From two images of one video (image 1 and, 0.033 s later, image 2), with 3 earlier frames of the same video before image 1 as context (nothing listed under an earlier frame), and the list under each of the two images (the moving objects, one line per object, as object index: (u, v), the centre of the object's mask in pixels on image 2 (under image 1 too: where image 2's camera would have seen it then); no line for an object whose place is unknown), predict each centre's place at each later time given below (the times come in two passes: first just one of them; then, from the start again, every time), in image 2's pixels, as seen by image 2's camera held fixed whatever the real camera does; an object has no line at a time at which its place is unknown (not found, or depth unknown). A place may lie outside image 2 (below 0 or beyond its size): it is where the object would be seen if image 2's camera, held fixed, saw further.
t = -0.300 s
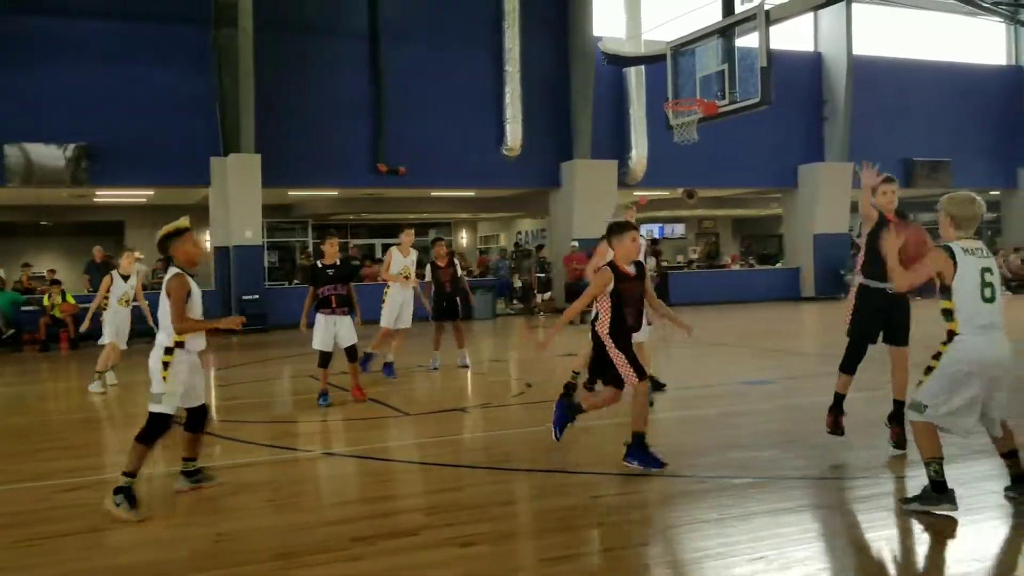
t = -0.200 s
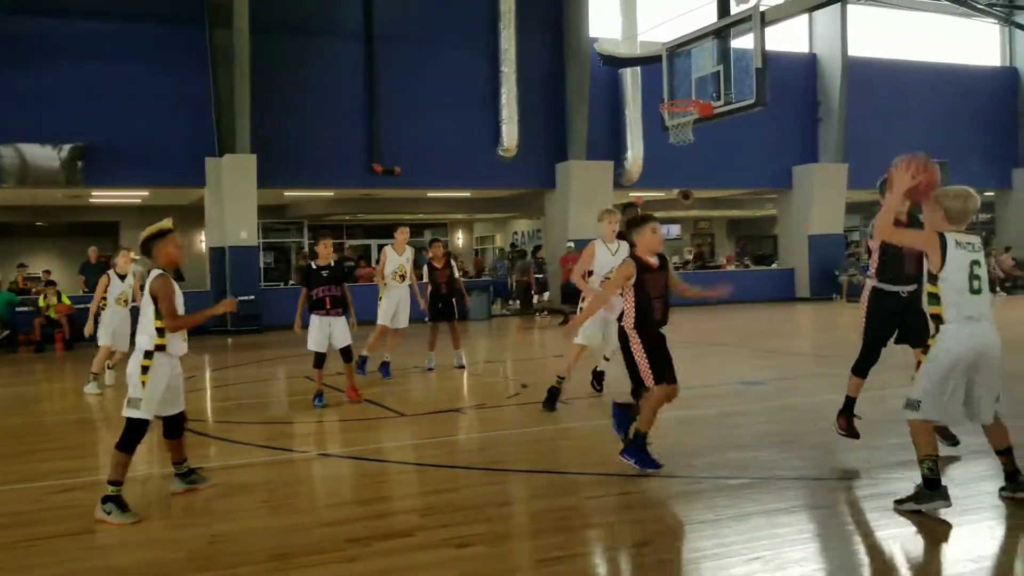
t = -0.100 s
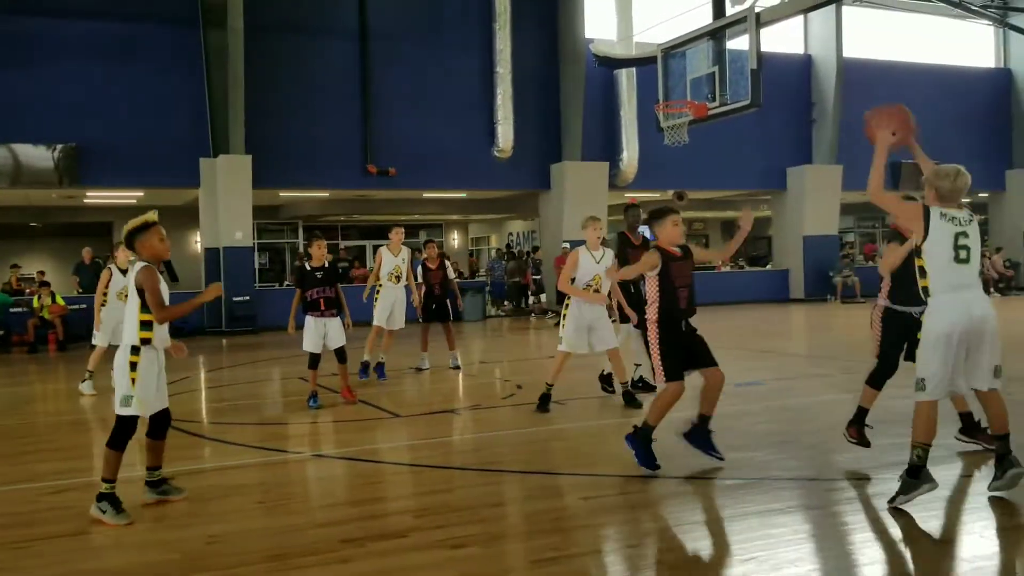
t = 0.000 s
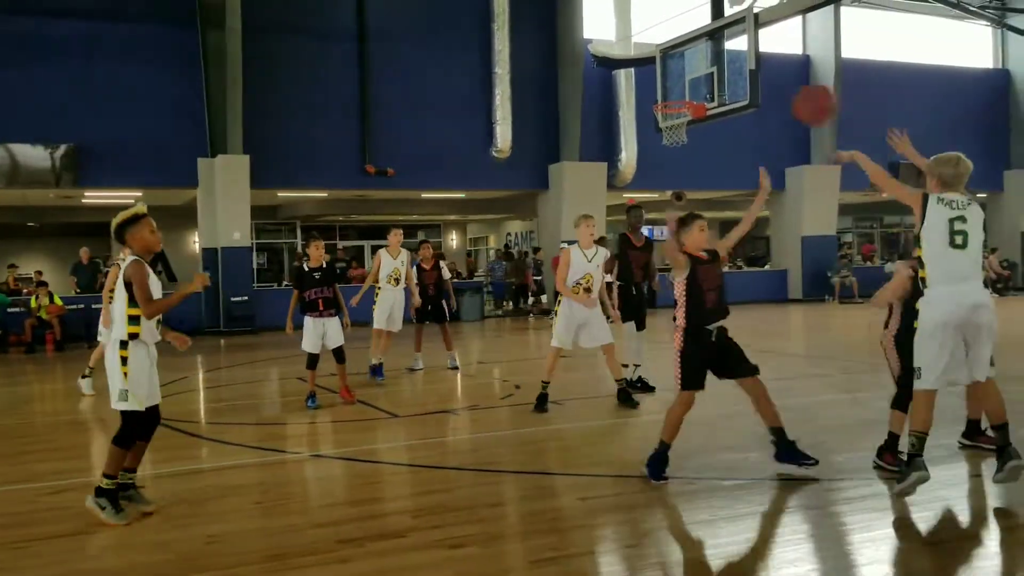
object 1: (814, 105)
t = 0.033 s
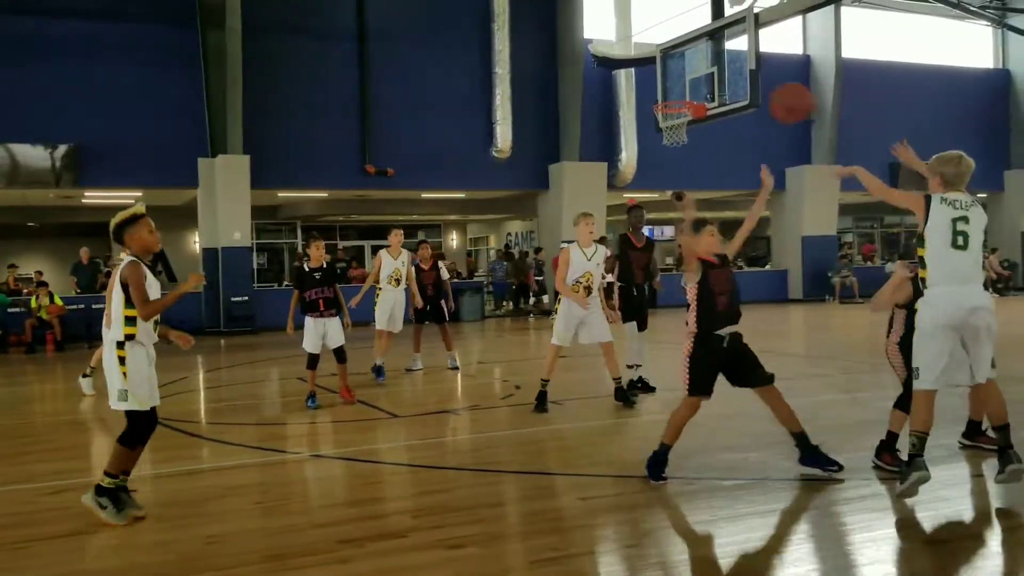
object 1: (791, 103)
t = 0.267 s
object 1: (664, 138)
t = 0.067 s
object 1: (770, 104)
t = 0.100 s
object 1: (749, 106)
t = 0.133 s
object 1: (730, 111)
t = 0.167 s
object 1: (712, 116)
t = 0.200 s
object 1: (694, 122)
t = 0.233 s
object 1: (679, 130)
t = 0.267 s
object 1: (664, 138)
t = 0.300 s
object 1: (650, 148)
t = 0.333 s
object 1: (636, 160)
